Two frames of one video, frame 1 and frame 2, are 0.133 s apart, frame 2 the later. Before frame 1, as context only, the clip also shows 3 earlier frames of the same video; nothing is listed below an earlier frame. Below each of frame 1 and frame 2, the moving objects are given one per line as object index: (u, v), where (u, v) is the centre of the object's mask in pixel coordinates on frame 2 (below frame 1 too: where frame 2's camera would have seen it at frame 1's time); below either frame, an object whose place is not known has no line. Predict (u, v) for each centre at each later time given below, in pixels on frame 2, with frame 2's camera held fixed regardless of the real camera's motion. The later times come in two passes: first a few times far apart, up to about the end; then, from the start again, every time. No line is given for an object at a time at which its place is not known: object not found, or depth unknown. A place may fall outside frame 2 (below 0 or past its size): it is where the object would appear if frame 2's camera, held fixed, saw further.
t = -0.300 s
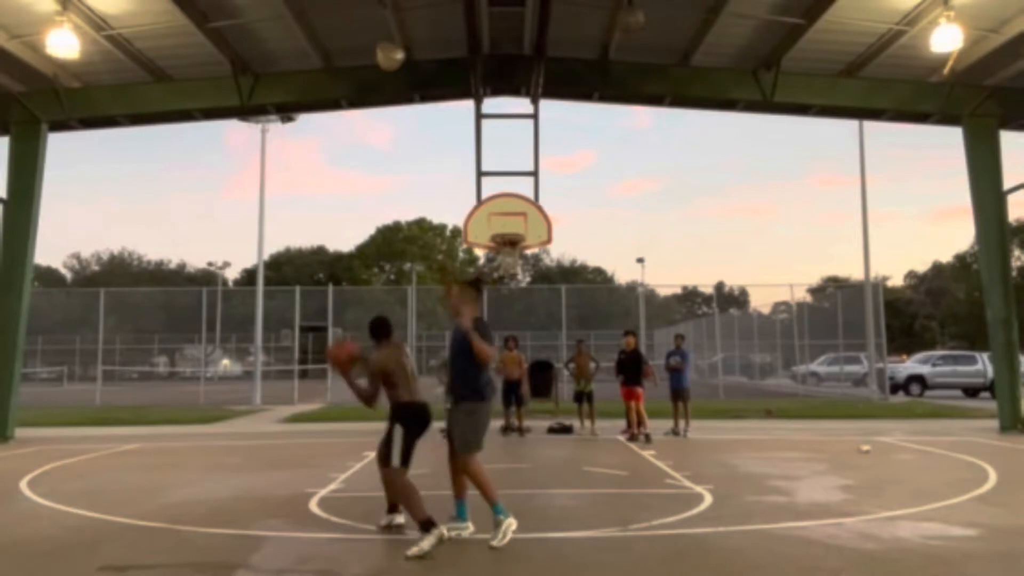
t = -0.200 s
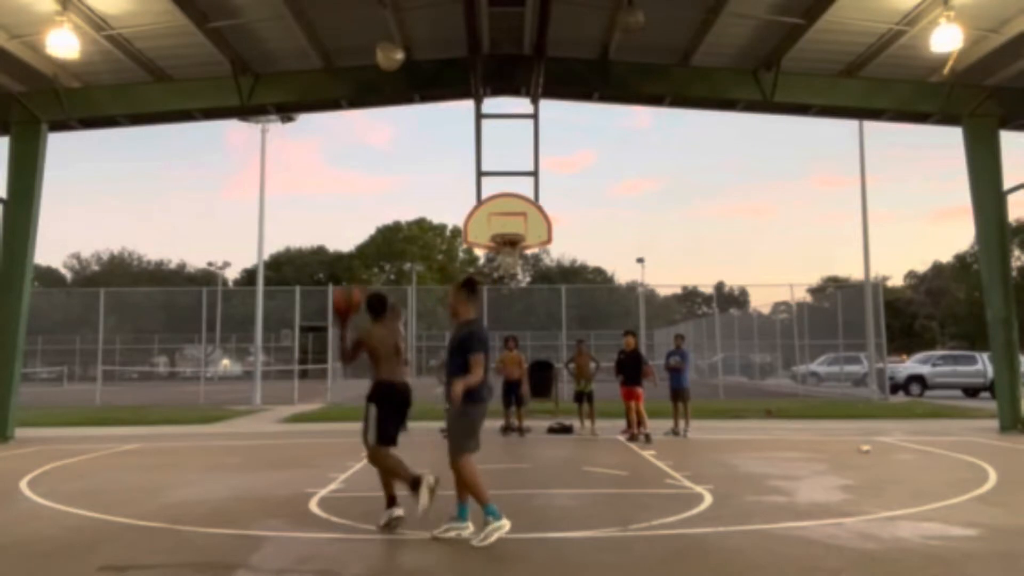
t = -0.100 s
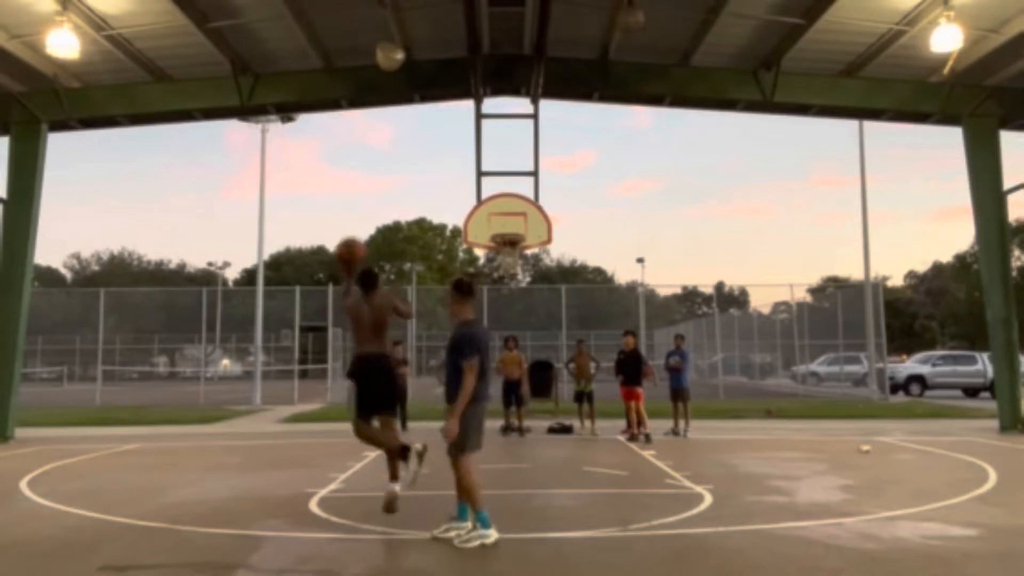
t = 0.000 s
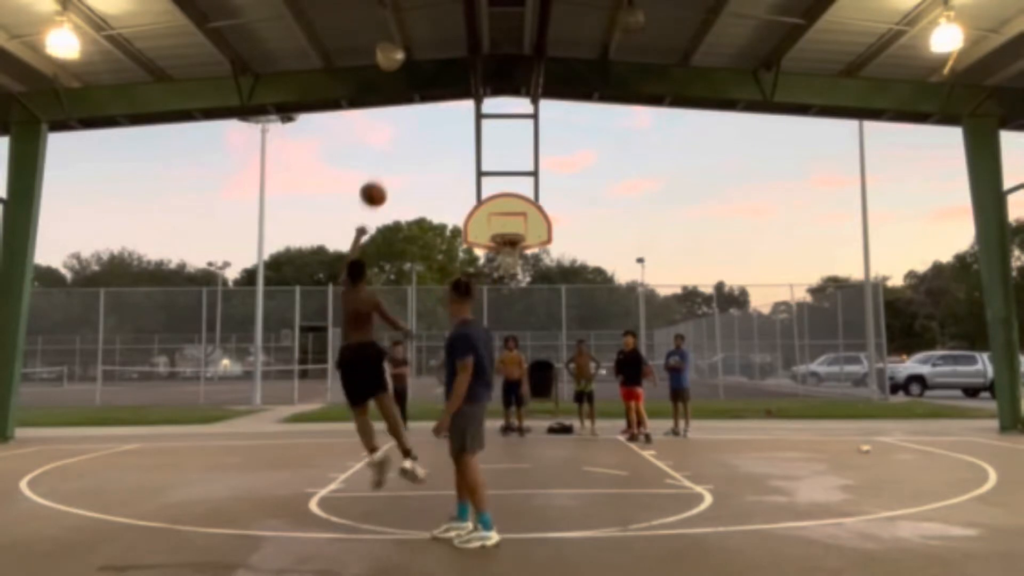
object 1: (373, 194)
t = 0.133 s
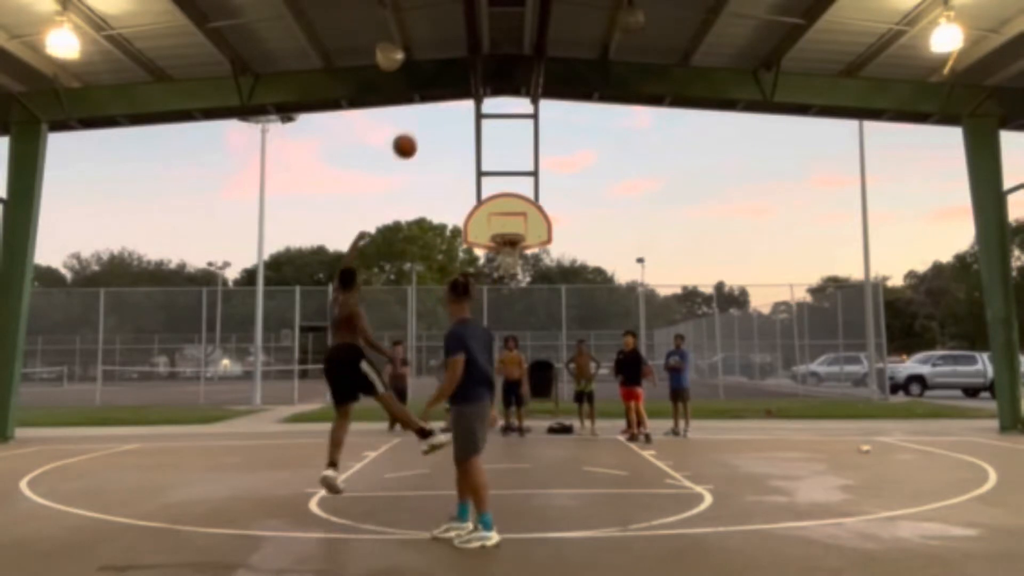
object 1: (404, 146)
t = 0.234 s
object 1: (424, 126)
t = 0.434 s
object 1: (456, 118)
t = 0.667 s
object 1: (486, 147)
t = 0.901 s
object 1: (508, 202)
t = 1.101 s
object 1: (523, 218)
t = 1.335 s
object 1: (536, 209)
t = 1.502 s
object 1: (546, 225)
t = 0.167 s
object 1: (411, 138)
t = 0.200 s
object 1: (417, 132)
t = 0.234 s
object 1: (424, 126)
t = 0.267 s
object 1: (430, 122)
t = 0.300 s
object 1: (435, 120)
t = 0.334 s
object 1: (441, 118)
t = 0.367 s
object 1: (446, 117)
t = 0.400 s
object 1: (451, 117)
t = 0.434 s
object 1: (456, 118)
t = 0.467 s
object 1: (461, 120)
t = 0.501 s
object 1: (465, 123)
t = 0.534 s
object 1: (469, 126)
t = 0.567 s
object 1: (474, 130)
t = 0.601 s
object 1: (478, 135)
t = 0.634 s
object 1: (482, 141)
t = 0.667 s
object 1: (486, 147)
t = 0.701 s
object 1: (489, 153)
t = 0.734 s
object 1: (493, 160)
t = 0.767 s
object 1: (496, 167)
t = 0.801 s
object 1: (500, 176)
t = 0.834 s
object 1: (503, 185)
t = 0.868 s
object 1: (506, 193)
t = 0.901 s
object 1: (508, 202)
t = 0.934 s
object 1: (512, 212)
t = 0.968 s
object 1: (514, 224)
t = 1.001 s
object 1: (517, 229)
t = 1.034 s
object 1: (519, 226)
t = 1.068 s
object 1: (521, 221)
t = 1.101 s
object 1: (523, 218)
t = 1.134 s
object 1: (525, 214)
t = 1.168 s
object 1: (526, 211)
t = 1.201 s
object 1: (528, 209)
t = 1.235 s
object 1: (530, 208)
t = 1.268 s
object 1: (532, 208)
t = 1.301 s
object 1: (534, 208)
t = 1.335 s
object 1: (536, 209)
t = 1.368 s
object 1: (538, 211)
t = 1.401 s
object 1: (540, 213)
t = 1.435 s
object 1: (542, 216)
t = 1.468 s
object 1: (544, 220)
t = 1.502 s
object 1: (546, 225)
